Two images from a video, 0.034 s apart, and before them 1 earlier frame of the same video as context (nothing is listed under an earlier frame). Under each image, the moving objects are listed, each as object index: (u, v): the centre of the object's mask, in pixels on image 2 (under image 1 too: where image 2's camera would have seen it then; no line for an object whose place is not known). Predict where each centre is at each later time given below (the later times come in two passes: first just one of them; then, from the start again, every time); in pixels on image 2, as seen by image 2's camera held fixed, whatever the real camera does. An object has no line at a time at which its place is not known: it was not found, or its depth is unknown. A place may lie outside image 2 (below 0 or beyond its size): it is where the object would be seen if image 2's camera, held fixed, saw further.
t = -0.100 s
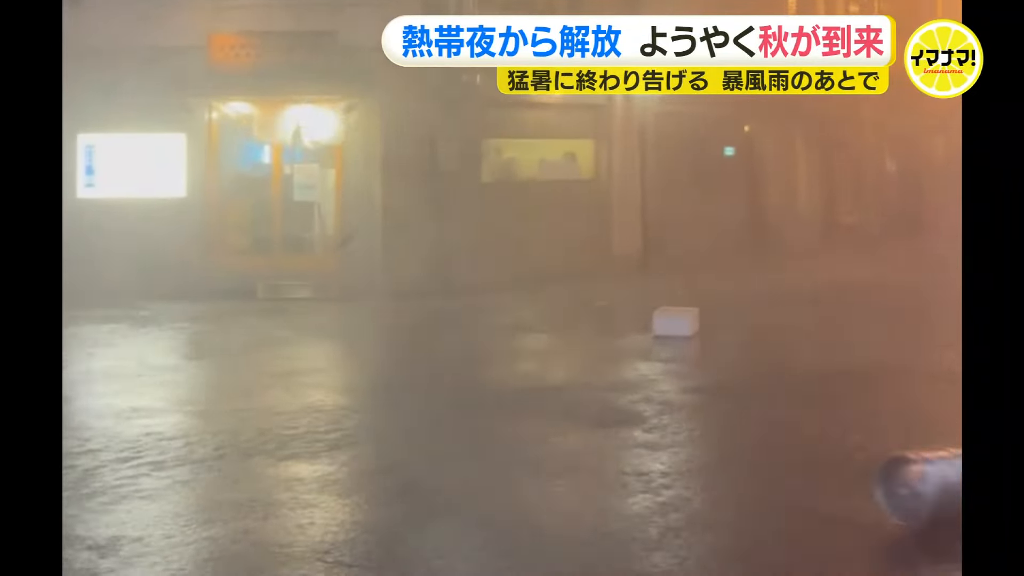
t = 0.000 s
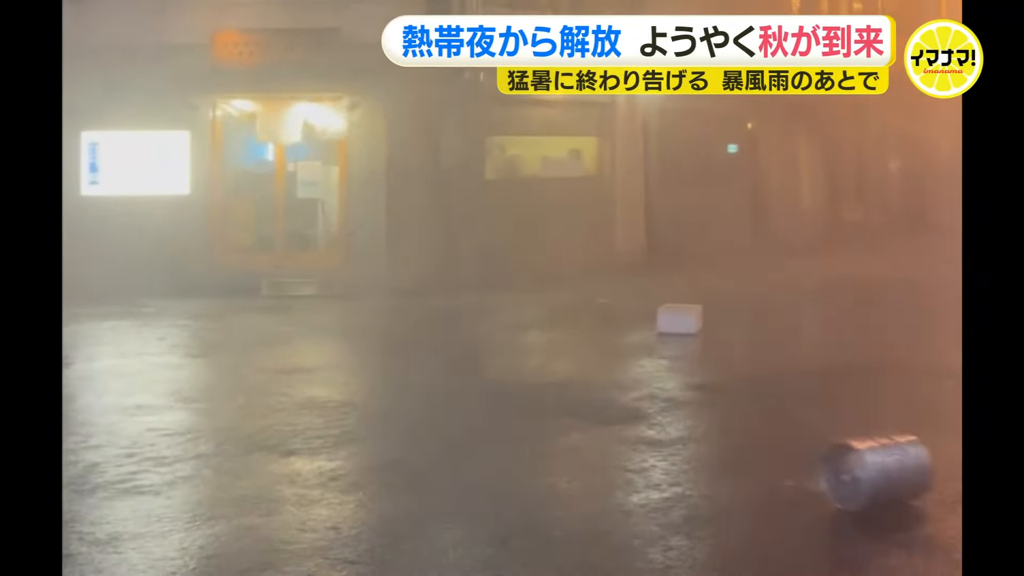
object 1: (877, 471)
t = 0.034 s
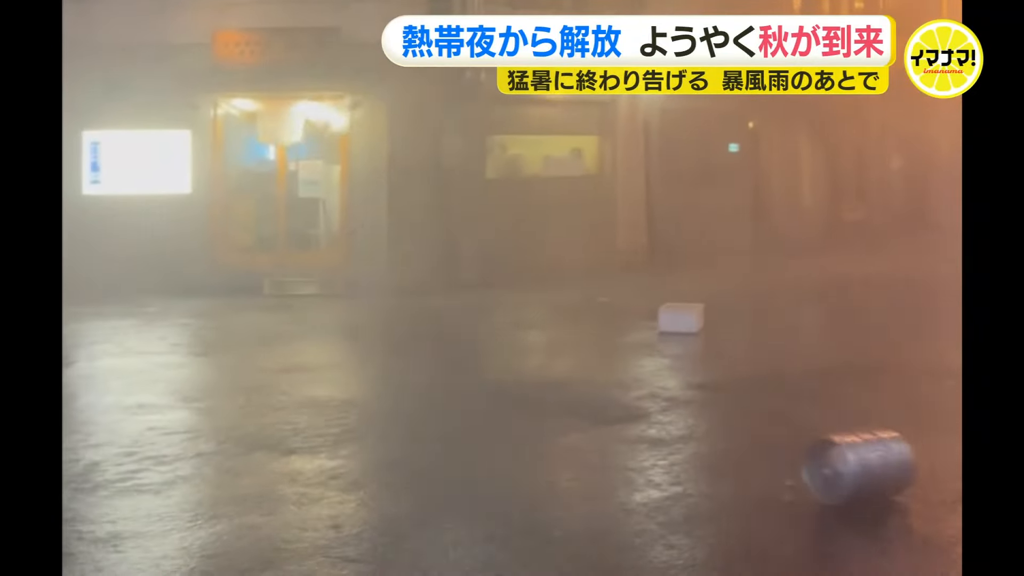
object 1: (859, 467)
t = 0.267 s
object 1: (741, 440)
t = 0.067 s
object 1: (839, 463)
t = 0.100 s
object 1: (822, 460)
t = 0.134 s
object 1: (806, 456)
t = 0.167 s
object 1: (788, 453)
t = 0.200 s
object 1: (772, 447)
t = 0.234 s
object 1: (757, 443)
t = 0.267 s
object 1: (741, 440)
